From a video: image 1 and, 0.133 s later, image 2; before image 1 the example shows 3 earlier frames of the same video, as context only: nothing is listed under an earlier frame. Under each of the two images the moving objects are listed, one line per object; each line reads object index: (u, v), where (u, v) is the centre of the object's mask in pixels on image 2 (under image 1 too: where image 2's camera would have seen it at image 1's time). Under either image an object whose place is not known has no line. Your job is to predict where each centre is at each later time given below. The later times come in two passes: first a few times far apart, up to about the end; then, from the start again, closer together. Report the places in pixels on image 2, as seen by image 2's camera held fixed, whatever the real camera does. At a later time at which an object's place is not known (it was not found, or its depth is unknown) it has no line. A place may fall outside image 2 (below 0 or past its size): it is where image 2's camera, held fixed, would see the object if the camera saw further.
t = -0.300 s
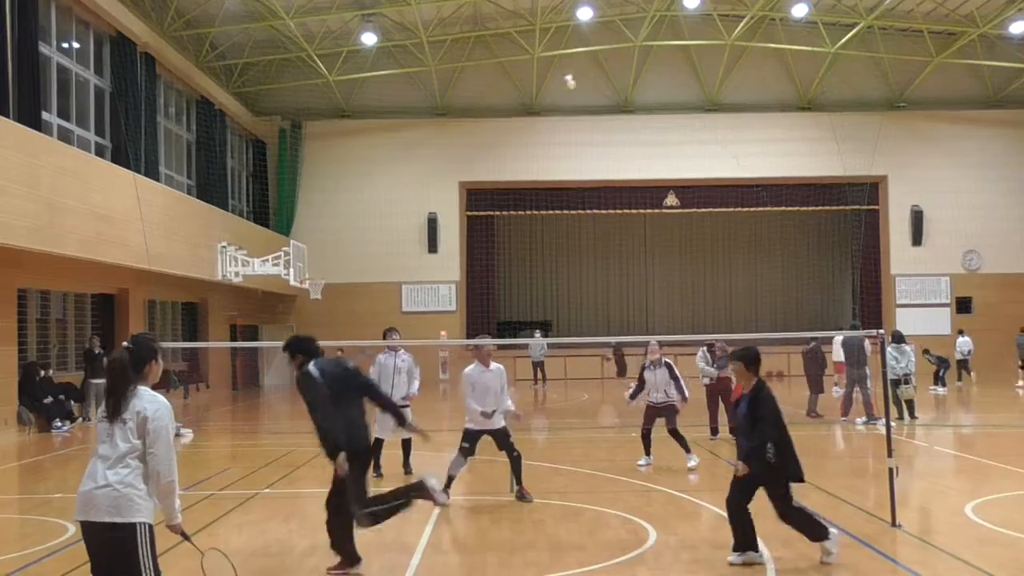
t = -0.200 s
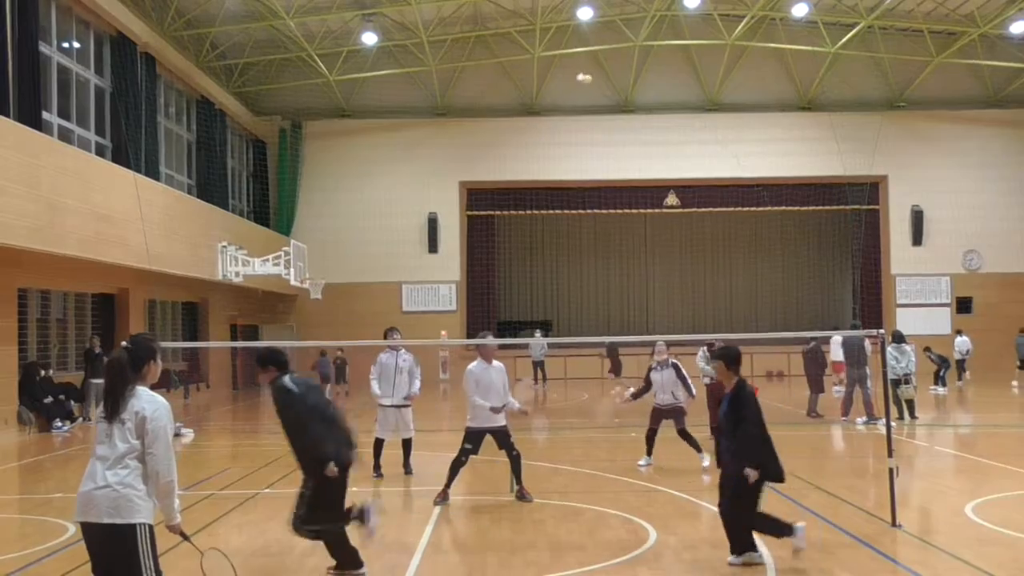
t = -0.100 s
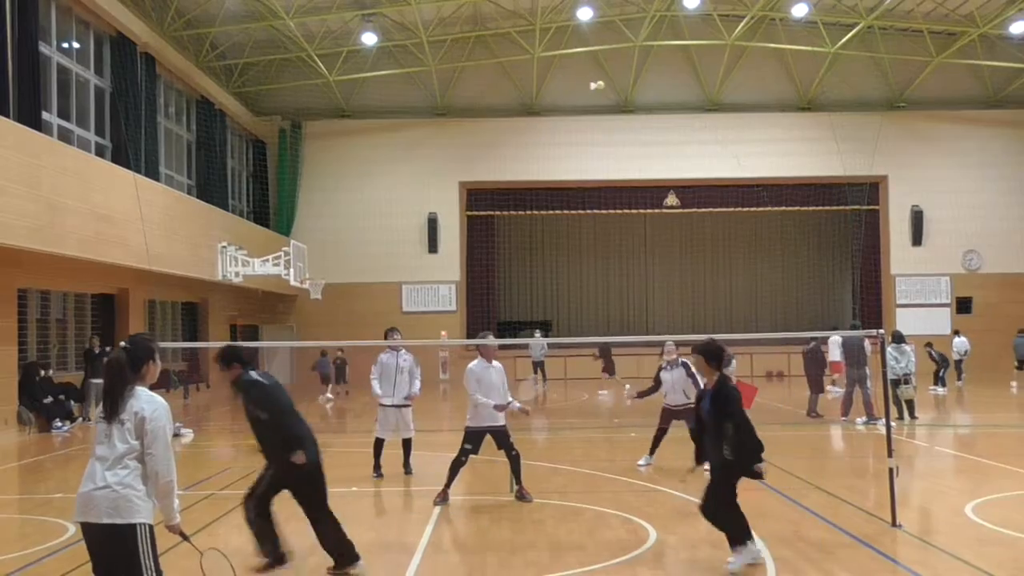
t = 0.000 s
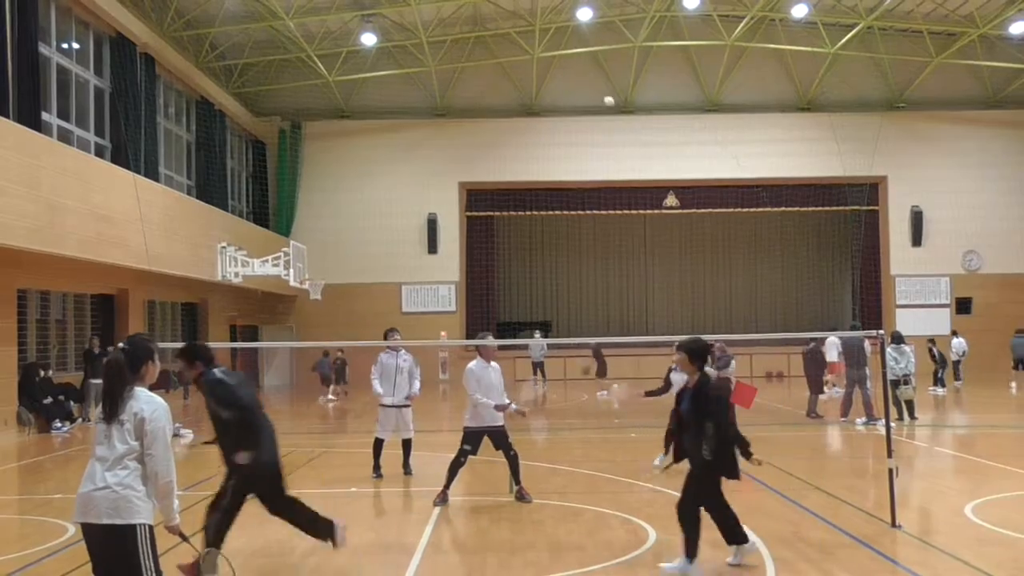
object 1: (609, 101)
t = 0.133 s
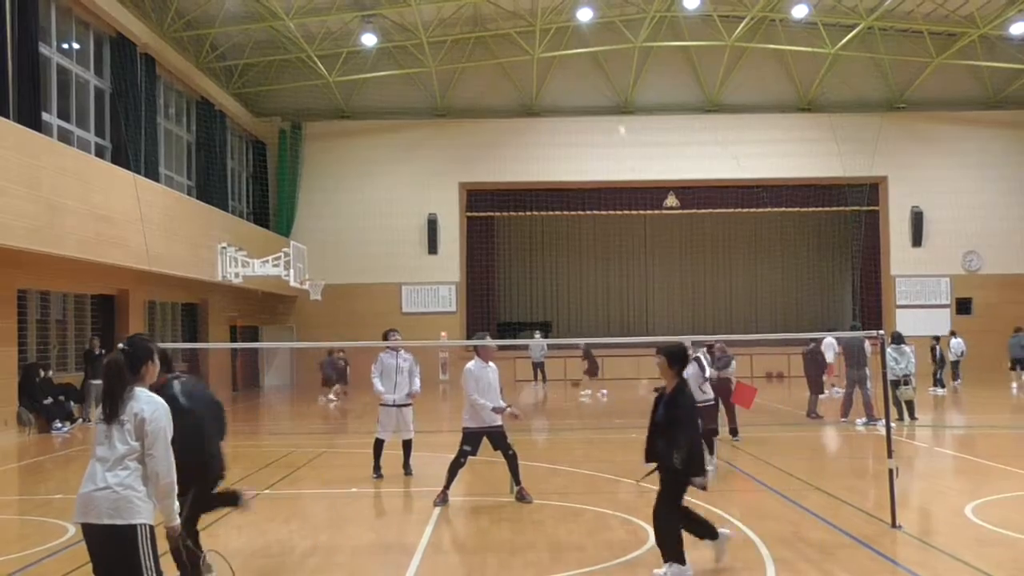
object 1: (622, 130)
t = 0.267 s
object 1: (636, 182)
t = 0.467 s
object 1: (650, 259)
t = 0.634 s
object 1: (661, 338)
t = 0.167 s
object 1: (624, 140)
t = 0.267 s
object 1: (636, 182)
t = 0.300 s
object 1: (637, 189)
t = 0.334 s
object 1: (640, 202)
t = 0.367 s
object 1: (643, 215)
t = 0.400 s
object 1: (646, 230)
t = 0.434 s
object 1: (648, 245)
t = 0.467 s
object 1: (650, 259)
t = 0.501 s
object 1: (652, 274)
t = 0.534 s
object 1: (654, 290)
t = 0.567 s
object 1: (656, 305)
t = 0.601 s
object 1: (659, 322)
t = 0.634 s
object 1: (661, 338)
